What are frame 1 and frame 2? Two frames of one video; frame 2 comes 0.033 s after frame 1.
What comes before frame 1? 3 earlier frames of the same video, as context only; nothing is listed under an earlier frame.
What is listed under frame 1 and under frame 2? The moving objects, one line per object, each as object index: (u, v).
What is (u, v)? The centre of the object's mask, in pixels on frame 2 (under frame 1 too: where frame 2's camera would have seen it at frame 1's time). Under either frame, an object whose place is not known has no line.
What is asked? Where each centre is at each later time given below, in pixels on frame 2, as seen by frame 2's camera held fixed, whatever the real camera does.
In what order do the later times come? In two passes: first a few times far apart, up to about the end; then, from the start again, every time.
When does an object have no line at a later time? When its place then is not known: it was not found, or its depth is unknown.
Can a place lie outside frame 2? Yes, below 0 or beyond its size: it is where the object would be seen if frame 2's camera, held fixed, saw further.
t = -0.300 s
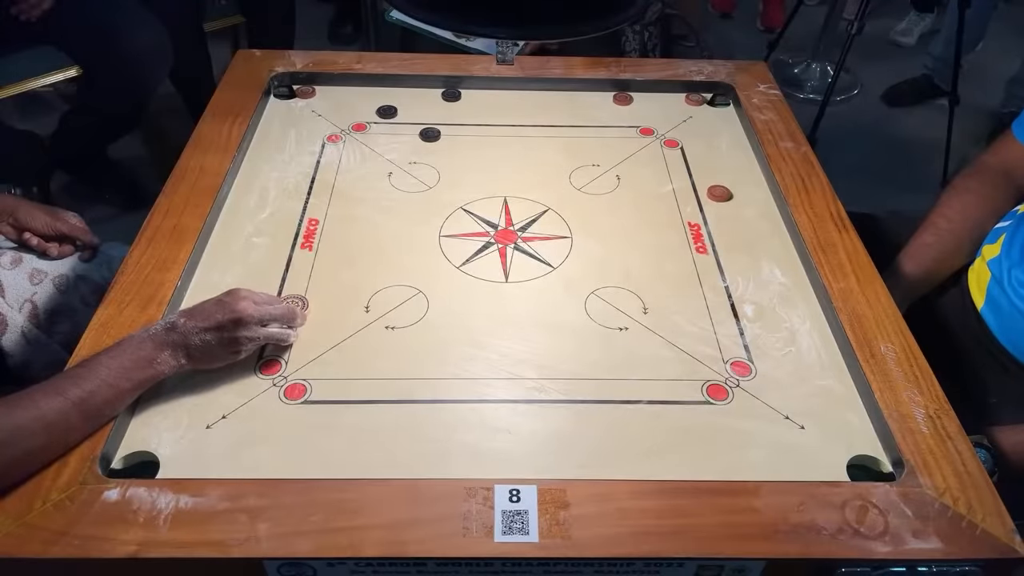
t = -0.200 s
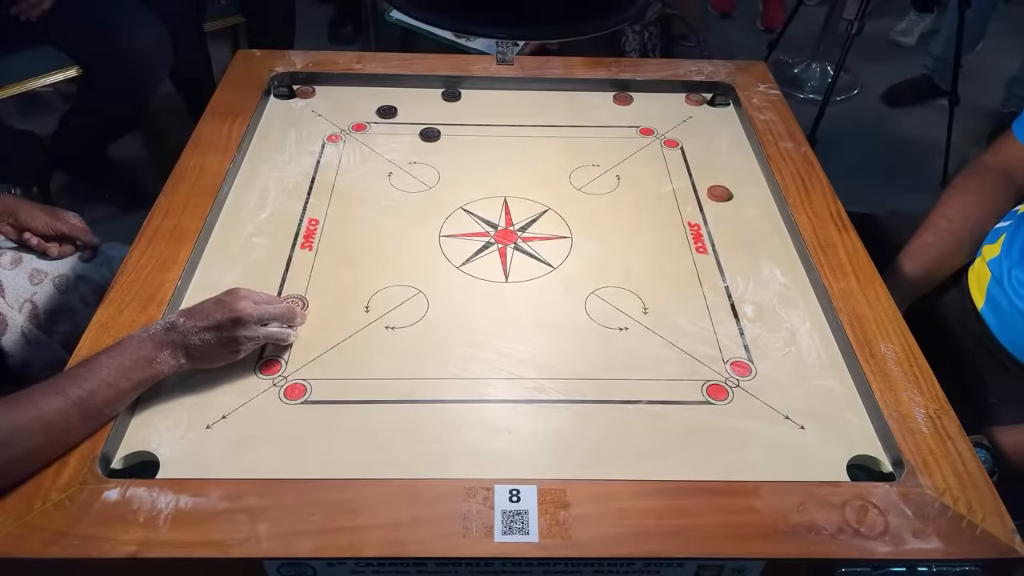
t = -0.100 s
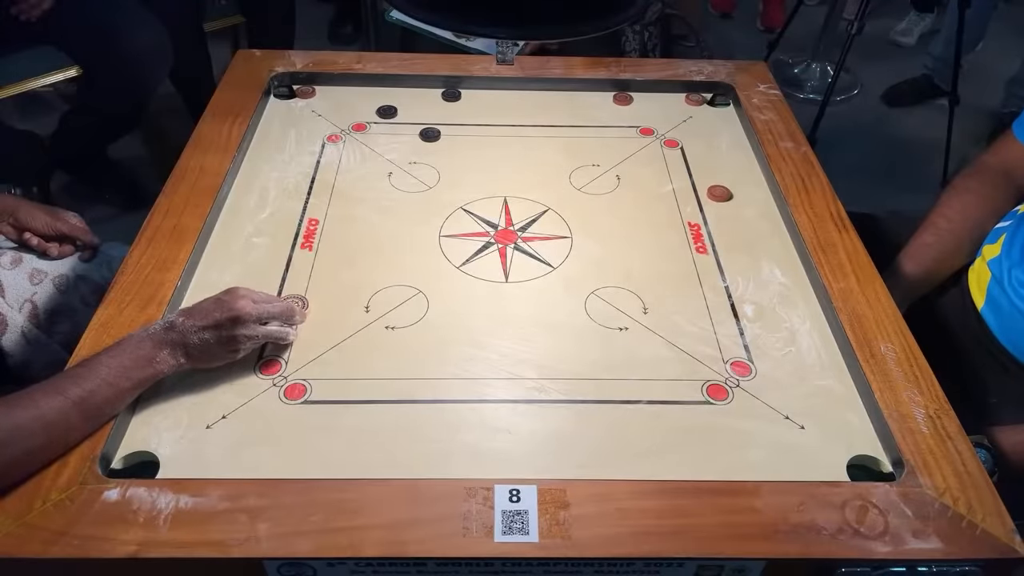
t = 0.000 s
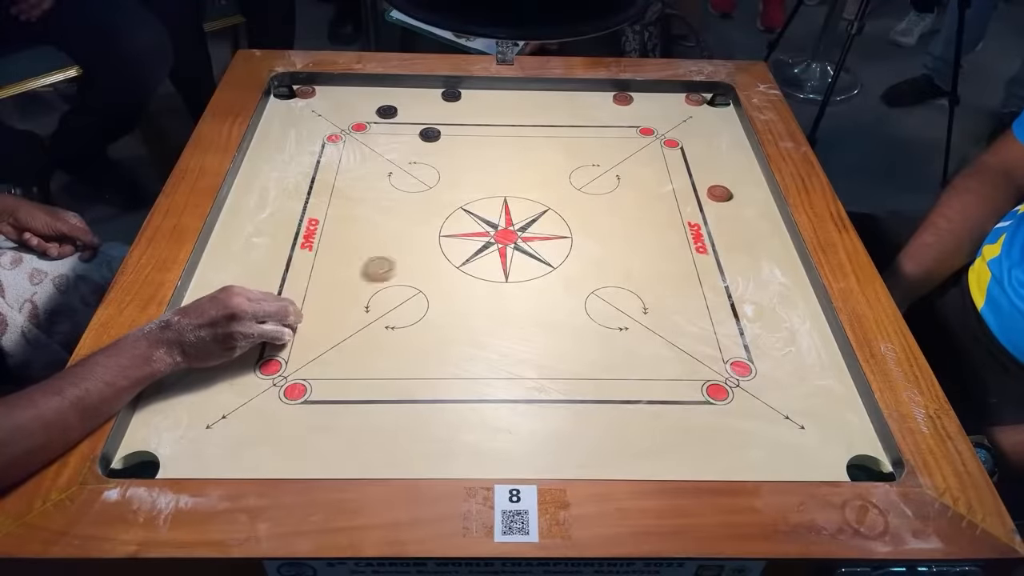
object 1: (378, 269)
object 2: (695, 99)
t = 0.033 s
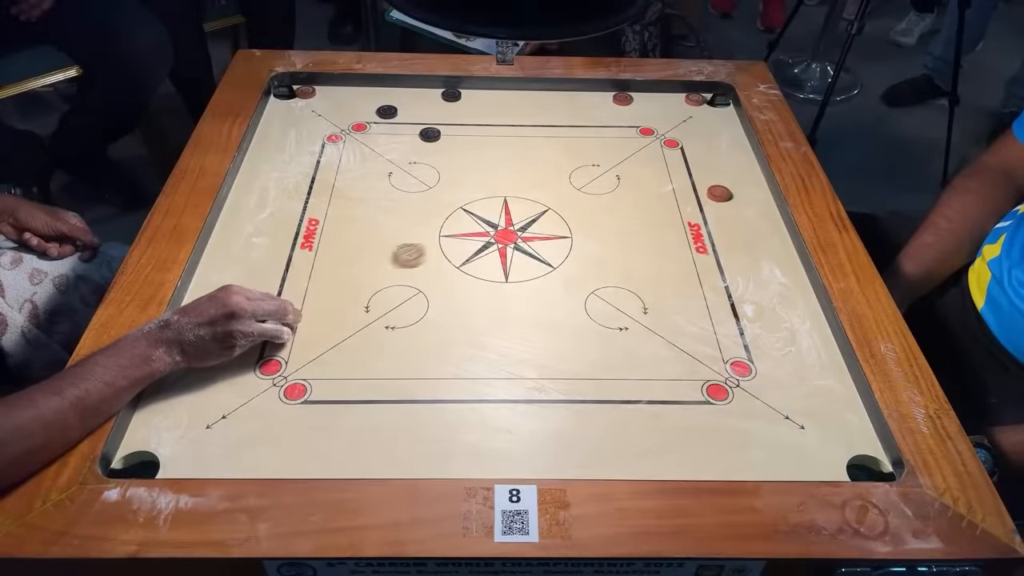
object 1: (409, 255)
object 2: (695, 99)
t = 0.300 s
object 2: (695, 99)
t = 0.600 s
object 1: (717, 104)
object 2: (691, 98)
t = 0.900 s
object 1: (689, 99)
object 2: (609, 124)
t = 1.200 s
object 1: (689, 100)
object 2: (561, 141)
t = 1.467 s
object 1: (688, 100)
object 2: (551, 144)
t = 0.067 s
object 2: (695, 99)
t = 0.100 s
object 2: (695, 99)
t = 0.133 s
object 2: (695, 99)
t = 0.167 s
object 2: (695, 99)
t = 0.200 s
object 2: (695, 99)
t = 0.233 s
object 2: (695, 99)
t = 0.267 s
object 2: (695, 99)
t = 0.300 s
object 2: (695, 99)
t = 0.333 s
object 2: (695, 99)
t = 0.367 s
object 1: (629, 152)
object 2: (695, 99)
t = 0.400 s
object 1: (643, 145)
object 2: (695, 99)
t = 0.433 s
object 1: (660, 135)
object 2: (695, 99)
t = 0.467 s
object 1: (677, 129)
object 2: (695, 99)
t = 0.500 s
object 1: (691, 122)
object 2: (695, 99)
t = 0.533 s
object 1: (705, 116)
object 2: (695, 99)
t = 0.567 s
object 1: (718, 110)
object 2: (695, 99)
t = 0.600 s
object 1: (717, 104)
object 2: (691, 98)
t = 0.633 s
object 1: (709, 102)
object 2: (679, 99)
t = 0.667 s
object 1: (703, 100)
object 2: (669, 102)
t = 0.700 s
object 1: (698, 98)
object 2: (660, 106)
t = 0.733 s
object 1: (695, 97)
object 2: (650, 109)
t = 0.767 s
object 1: (693, 98)
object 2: (641, 113)
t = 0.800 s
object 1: (691, 98)
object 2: (633, 116)
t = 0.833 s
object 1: (690, 99)
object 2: (625, 119)
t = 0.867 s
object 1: (689, 99)
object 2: (616, 122)
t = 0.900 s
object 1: (689, 99)
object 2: (609, 124)
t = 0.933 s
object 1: (689, 99)
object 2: (602, 127)
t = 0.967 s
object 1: (689, 99)
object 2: (595, 129)
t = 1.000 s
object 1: (689, 99)
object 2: (589, 132)
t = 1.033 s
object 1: (688, 99)
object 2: (583, 134)
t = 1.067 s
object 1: (688, 99)
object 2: (577, 135)
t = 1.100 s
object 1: (689, 100)
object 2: (572, 137)
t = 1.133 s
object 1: (688, 99)
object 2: (568, 139)
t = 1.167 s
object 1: (688, 100)
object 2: (564, 140)
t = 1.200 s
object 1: (689, 100)
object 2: (561, 141)
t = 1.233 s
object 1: (688, 100)
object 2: (558, 142)
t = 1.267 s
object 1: (688, 100)
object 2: (555, 143)
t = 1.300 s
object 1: (688, 100)
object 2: (553, 144)
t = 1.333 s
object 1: (688, 100)
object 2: (552, 144)
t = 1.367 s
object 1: (688, 100)
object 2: (551, 144)
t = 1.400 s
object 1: (688, 100)
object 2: (551, 144)
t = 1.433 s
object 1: (688, 100)
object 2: (551, 144)
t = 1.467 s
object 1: (688, 100)
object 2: (551, 144)
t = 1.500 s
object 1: (688, 100)
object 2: (551, 144)
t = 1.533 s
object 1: (688, 100)
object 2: (551, 144)
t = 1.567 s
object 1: (688, 100)
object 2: (551, 144)
